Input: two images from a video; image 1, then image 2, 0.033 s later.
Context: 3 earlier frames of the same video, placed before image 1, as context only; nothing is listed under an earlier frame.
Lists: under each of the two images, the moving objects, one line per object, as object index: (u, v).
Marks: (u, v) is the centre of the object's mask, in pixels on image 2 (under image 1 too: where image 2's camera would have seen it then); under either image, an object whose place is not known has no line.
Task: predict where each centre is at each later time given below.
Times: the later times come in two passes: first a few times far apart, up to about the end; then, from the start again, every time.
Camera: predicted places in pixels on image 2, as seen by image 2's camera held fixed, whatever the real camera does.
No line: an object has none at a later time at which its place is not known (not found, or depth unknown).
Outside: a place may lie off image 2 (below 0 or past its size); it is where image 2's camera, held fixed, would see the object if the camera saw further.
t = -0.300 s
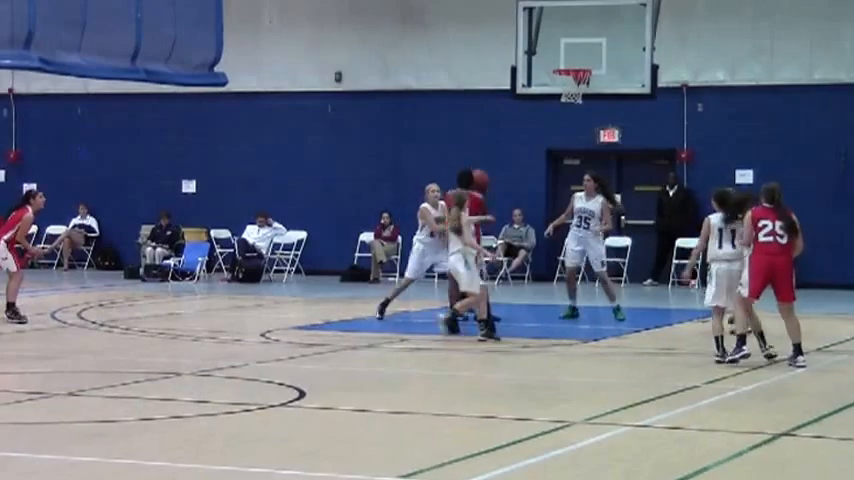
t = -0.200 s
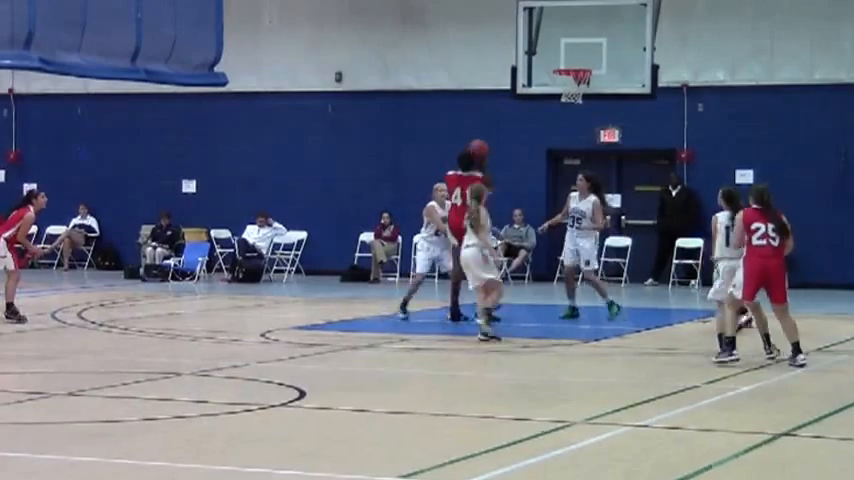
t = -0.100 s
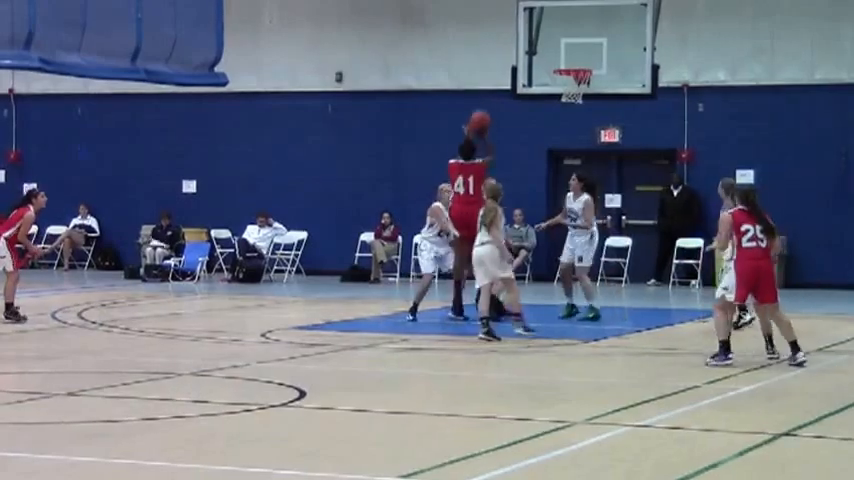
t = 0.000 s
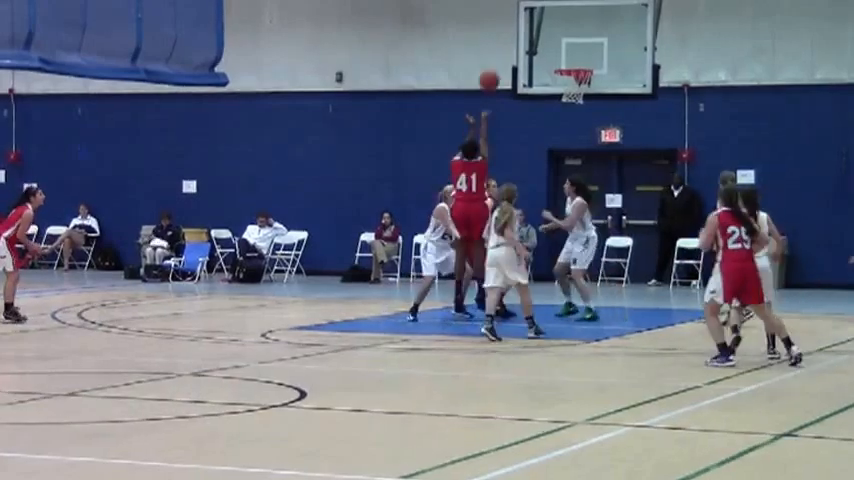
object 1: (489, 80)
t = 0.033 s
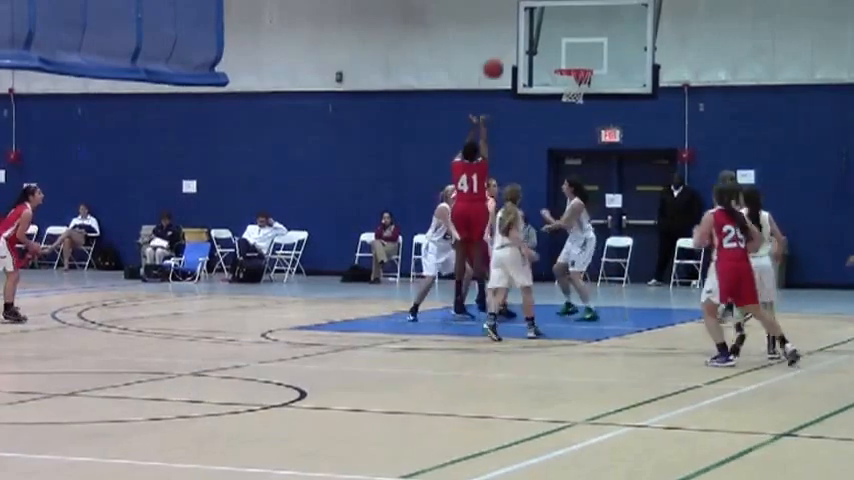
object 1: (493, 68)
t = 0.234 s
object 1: (515, 19)
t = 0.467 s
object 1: (538, 7)
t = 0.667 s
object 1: (557, 28)
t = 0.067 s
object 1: (496, 57)
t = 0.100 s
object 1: (500, 47)
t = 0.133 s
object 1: (504, 39)
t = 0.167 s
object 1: (507, 31)
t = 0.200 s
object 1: (511, 25)
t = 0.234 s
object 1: (515, 19)
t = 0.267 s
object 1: (518, 14)
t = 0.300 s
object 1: (521, 10)
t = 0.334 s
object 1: (525, 8)
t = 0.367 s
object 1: (528, 7)
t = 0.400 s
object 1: (531, 7)
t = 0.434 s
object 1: (534, 6)
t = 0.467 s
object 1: (538, 7)
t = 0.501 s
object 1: (542, 8)
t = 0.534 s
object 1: (545, 9)
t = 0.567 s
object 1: (550, 13)
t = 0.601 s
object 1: (552, 17)
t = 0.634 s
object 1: (555, 23)
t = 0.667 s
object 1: (557, 28)
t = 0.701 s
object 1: (560, 35)
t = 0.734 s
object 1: (564, 43)
